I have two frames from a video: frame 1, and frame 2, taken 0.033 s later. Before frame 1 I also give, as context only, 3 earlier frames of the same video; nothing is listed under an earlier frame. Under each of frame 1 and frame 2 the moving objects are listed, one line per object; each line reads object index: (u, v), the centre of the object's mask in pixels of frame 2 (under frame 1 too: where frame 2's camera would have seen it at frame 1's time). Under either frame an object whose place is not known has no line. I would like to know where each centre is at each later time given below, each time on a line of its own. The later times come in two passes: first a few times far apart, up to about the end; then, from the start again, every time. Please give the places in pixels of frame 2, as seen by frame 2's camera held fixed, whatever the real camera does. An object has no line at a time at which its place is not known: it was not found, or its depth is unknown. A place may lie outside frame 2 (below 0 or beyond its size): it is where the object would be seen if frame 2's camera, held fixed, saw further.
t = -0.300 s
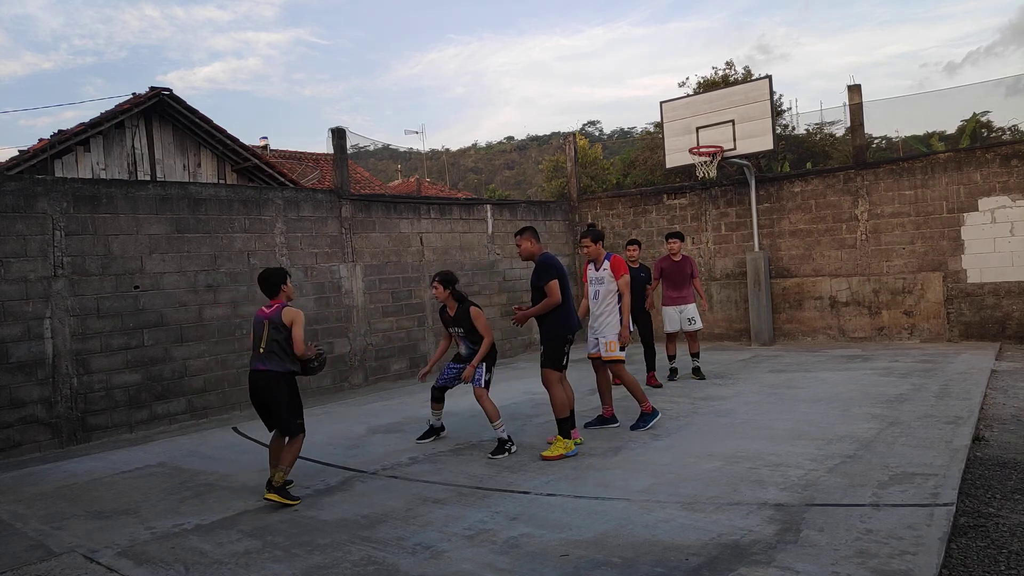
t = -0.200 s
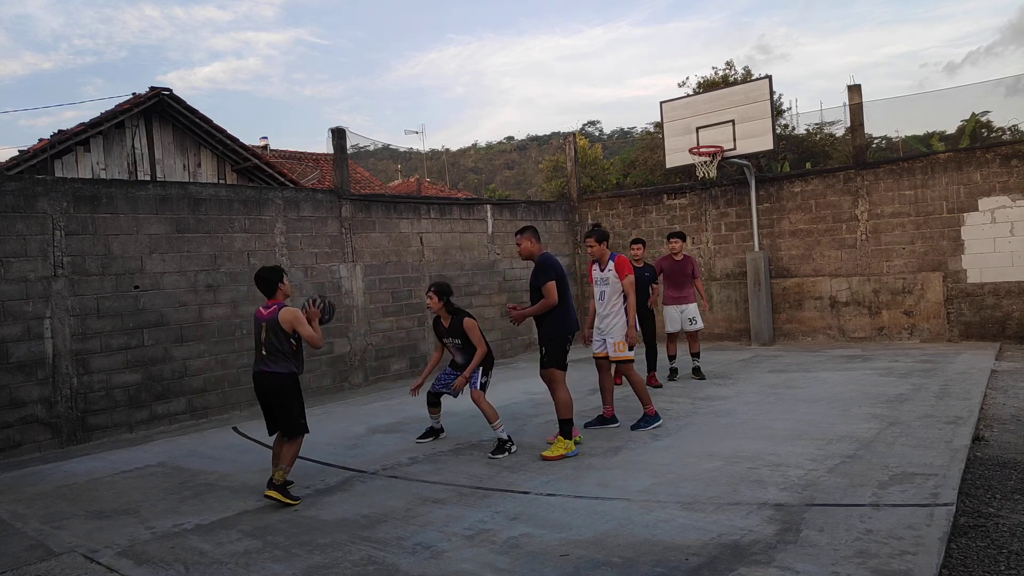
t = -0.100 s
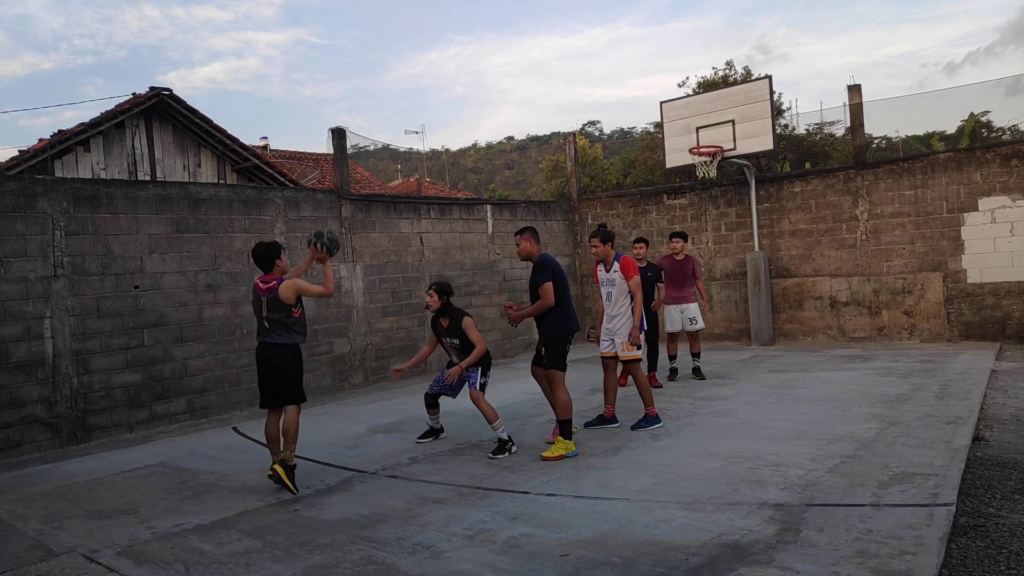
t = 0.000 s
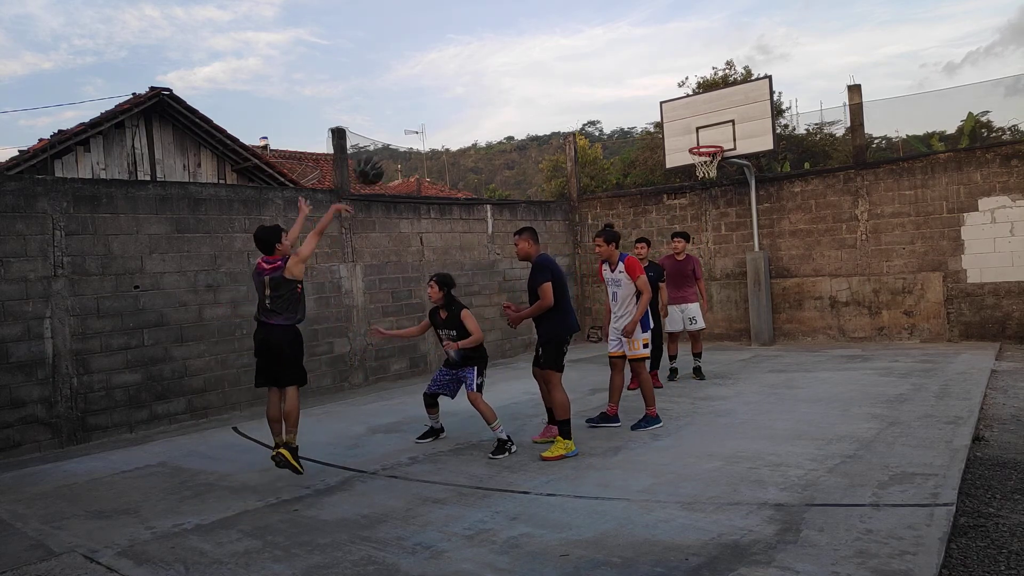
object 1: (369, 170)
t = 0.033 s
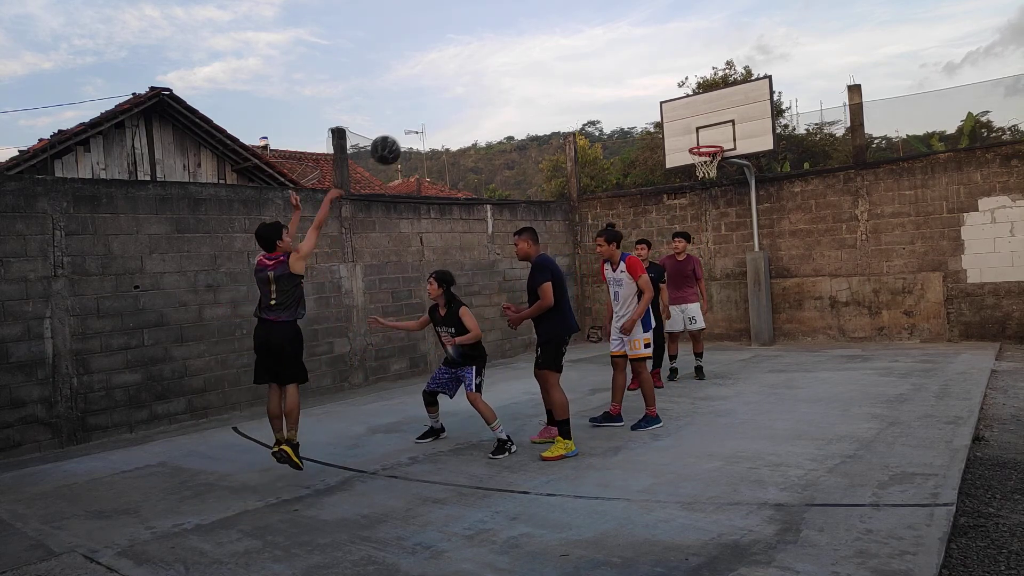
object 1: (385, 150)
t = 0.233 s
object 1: (476, 67)
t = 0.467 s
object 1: (563, 35)
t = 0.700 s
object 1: (637, 57)
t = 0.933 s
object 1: (701, 119)
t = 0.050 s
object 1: (394, 141)
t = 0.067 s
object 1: (402, 132)
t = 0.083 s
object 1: (410, 123)
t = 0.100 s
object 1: (417, 115)
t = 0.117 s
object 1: (425, 108)
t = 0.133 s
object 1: (433, 101)
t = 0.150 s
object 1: (440, 94)
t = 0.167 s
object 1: (448, 88)
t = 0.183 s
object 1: (455, 82)
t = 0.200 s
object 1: (462, 77)
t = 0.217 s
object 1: (469, 72)
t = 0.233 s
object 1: (476, 67)
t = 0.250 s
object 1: (483, 62)
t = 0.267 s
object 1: (490, 58)
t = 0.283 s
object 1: (496, 55)
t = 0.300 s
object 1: (503, 51)
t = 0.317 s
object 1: (509, 48)
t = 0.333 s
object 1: (515, 46)
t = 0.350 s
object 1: (522, 43)
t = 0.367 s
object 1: (528, 41)
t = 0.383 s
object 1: (534, 40)
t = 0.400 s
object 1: (540, 38)
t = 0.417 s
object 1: (546, 37)
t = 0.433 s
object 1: (552, 36)
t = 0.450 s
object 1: (558, 36)
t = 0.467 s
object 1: (563, 35)
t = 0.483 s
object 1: (569, 35)
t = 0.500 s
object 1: (575, 36)
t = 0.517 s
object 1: (580, 36)
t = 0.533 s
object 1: (586, 37)
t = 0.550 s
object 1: (591, 38)
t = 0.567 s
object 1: (596, 39)
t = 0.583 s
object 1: (602, 41)
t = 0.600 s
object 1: (607, 42)
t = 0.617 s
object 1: (612, 44)
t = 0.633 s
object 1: (617, 47)
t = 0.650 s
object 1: (622, 49)
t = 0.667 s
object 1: (627, 52)
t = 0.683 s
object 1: (632, 54)
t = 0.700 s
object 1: (637, 57)
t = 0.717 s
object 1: (642, 61)
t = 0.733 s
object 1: (647, 64)
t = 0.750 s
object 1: (651, 68)
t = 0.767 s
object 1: (656, 71)
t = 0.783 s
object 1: (661, 75)
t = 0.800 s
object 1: (665, 80)
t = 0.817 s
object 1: (670, 84)
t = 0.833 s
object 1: (675, 88)
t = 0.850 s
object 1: (679, 93)
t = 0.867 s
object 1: (683, 98)
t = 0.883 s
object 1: (688, 103)
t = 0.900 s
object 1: (692, 108)
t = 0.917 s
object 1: (696, 114)
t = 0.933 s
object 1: (701, 119)
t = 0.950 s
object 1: (705, 125)
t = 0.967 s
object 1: (709, 131)
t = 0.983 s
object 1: (713, 136)
